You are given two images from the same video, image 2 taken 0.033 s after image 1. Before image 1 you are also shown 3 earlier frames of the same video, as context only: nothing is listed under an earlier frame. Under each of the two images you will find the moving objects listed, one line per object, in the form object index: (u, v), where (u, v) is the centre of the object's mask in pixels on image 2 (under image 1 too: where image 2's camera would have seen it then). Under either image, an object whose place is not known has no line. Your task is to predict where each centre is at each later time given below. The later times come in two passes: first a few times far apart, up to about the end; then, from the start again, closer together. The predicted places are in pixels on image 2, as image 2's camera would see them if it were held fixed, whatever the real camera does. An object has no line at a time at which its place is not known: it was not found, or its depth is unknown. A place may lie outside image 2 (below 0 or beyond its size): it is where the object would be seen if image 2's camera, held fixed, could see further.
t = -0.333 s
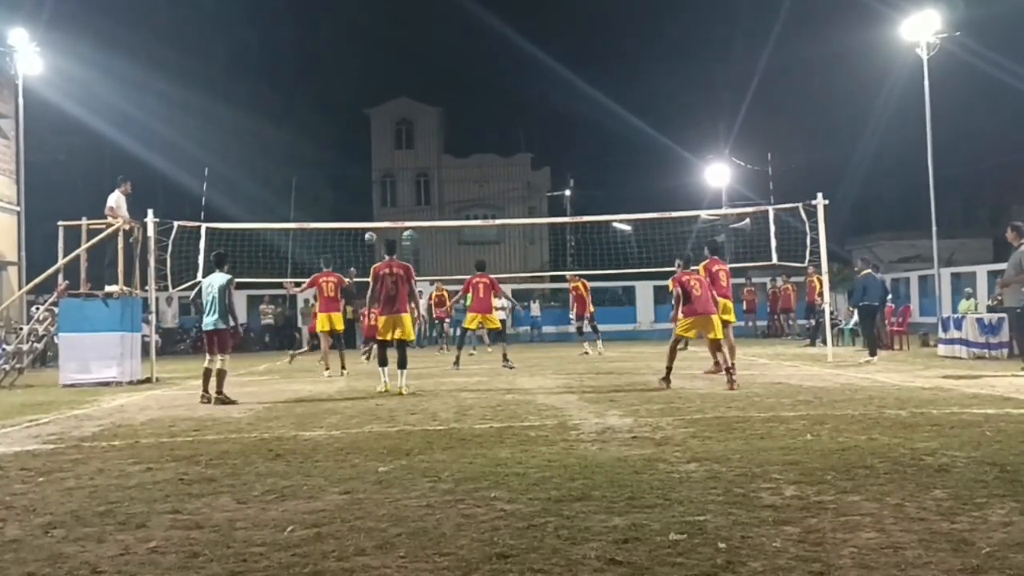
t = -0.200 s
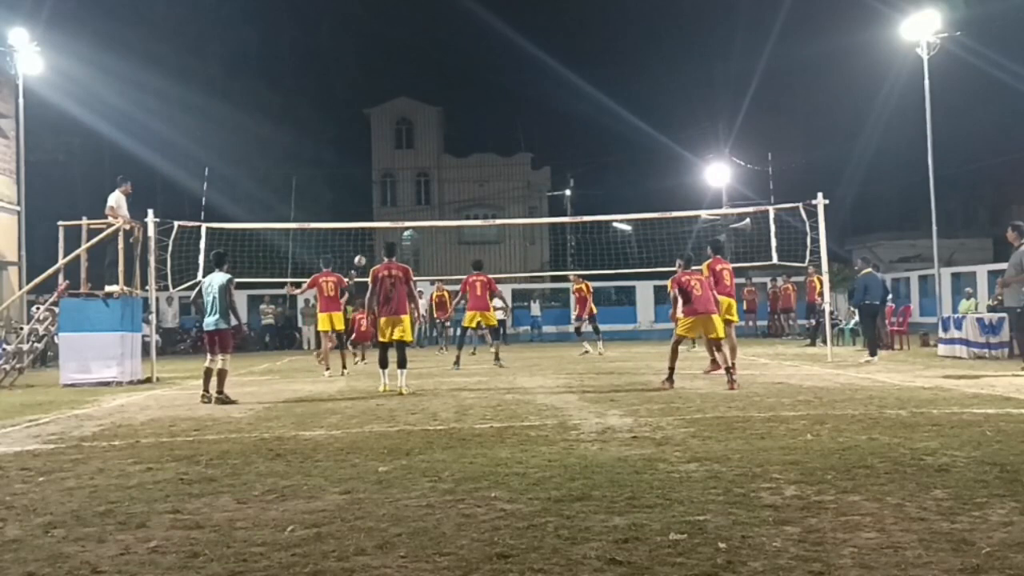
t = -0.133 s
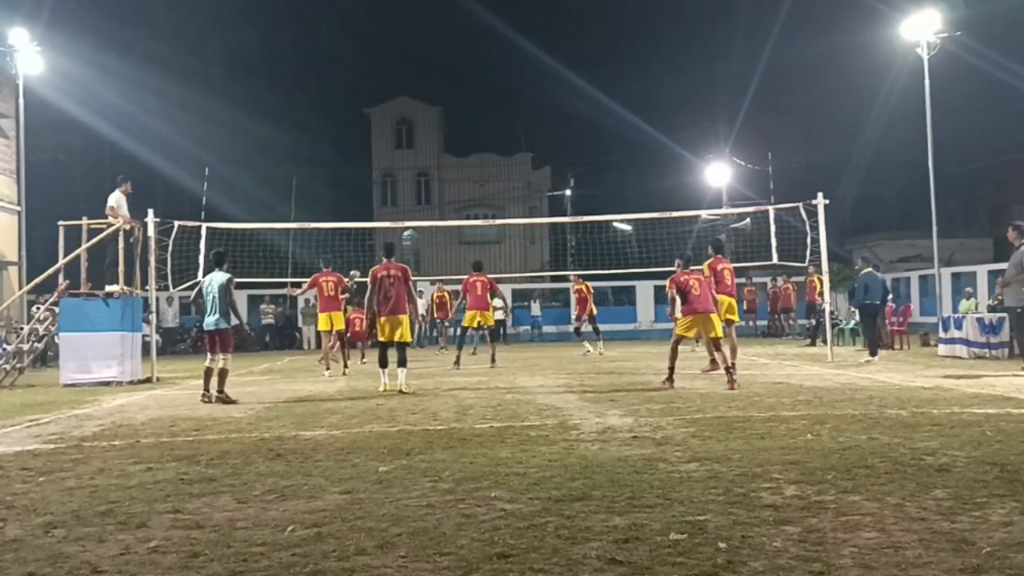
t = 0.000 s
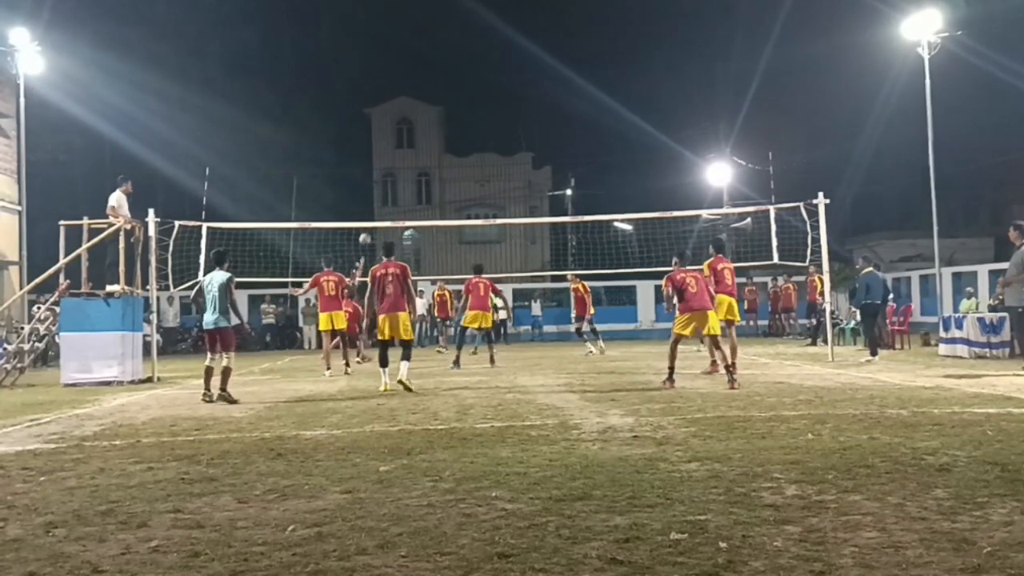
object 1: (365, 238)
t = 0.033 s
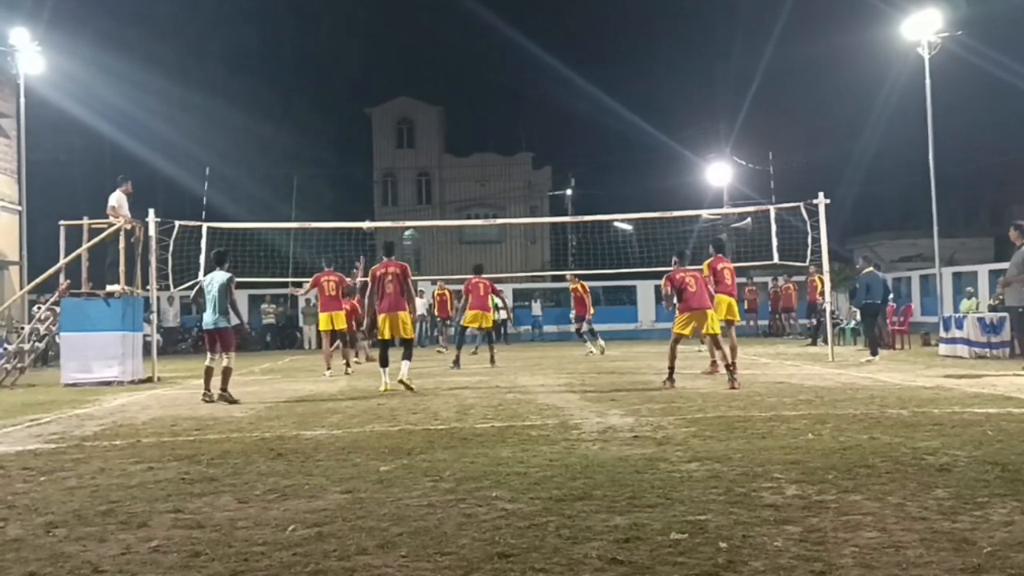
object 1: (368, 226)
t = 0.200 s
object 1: (388, 167)
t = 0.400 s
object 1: (410, 115)
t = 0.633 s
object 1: (437, 79)
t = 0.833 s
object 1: (460, 72)
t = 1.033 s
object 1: (485, 85)
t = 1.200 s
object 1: (505, 114)
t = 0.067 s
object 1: (372, 212)
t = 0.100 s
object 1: (376, 200)
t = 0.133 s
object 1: (380, 189)
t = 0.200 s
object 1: (388, 167)
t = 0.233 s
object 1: (391, 157)
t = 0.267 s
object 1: (395, 147)
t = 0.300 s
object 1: (399, 138)
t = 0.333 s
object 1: (403, 130)
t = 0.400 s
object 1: (410, 115)
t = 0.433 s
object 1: (414, 108)
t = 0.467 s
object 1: (417, 102)
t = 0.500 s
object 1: (421, 96)
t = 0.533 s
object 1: (425, 91)
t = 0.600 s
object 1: (433, 83)
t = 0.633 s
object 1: (437, 79)
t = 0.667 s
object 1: (440, 77)
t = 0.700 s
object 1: (444, 75)
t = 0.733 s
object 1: (448, 73)
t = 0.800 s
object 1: (456, 72)
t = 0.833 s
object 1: (460, 72)
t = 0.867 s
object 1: (464, 73)
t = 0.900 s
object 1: (468, 74)
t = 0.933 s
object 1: (472, 76)
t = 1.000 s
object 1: (480, 82)
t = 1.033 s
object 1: (485, 85)
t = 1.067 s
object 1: (489, 90)
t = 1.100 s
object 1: (493, 95)
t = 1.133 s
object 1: (497, 100)
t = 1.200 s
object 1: (505, 114)
